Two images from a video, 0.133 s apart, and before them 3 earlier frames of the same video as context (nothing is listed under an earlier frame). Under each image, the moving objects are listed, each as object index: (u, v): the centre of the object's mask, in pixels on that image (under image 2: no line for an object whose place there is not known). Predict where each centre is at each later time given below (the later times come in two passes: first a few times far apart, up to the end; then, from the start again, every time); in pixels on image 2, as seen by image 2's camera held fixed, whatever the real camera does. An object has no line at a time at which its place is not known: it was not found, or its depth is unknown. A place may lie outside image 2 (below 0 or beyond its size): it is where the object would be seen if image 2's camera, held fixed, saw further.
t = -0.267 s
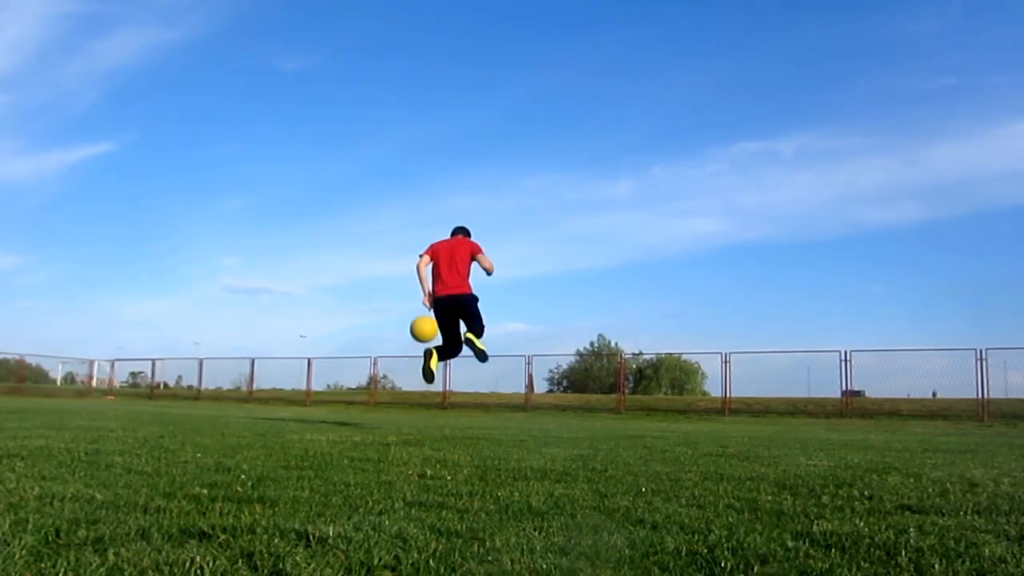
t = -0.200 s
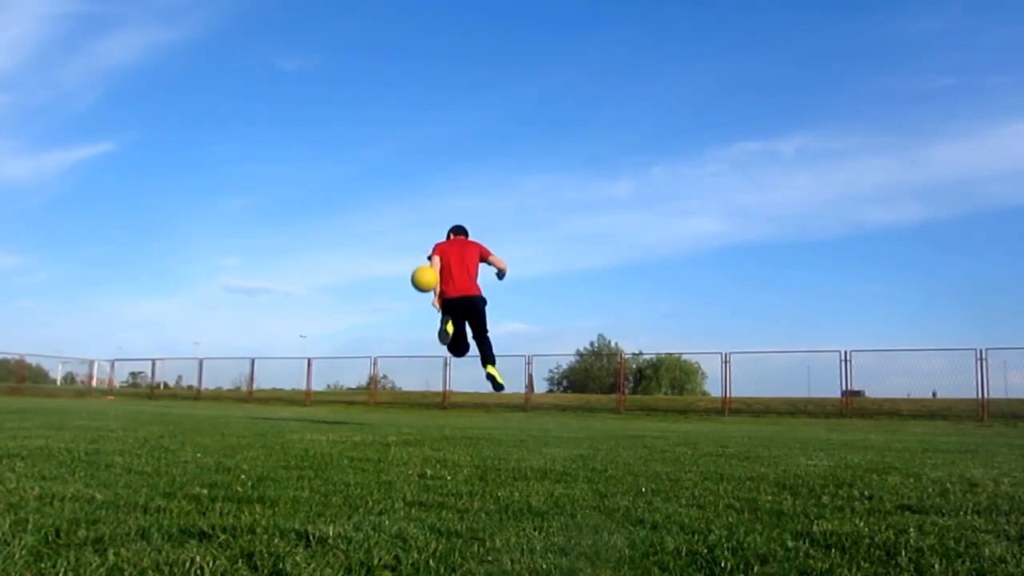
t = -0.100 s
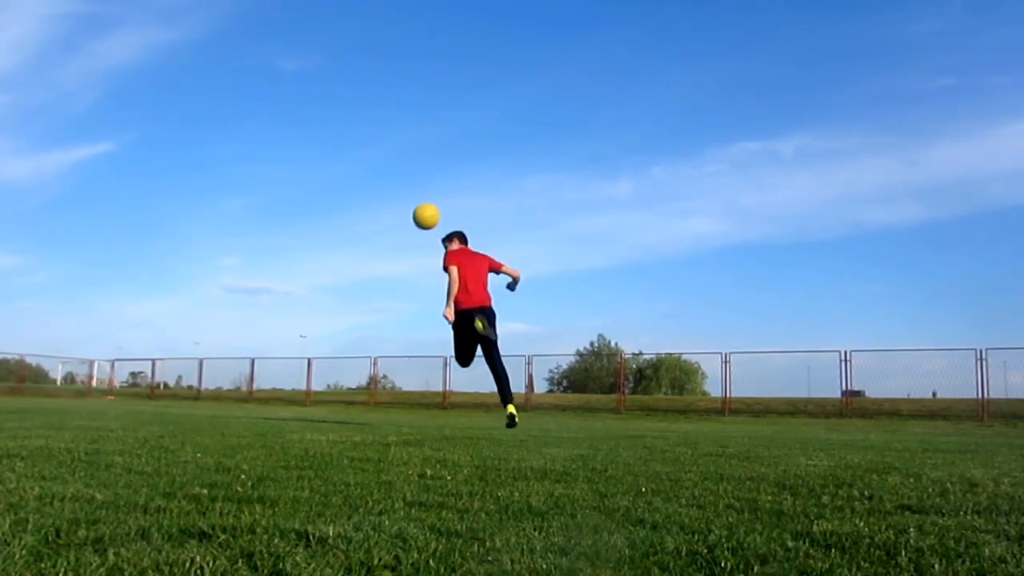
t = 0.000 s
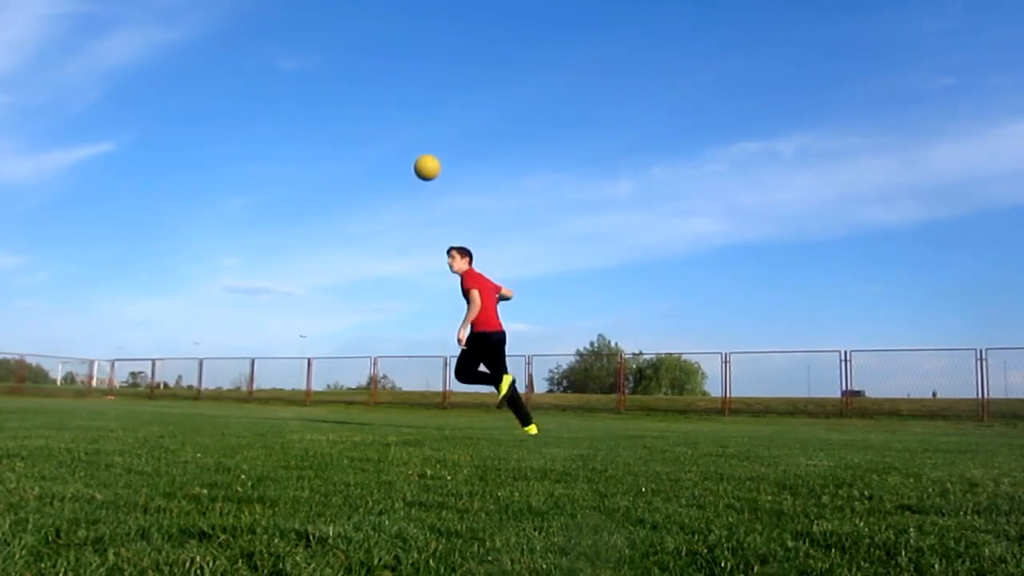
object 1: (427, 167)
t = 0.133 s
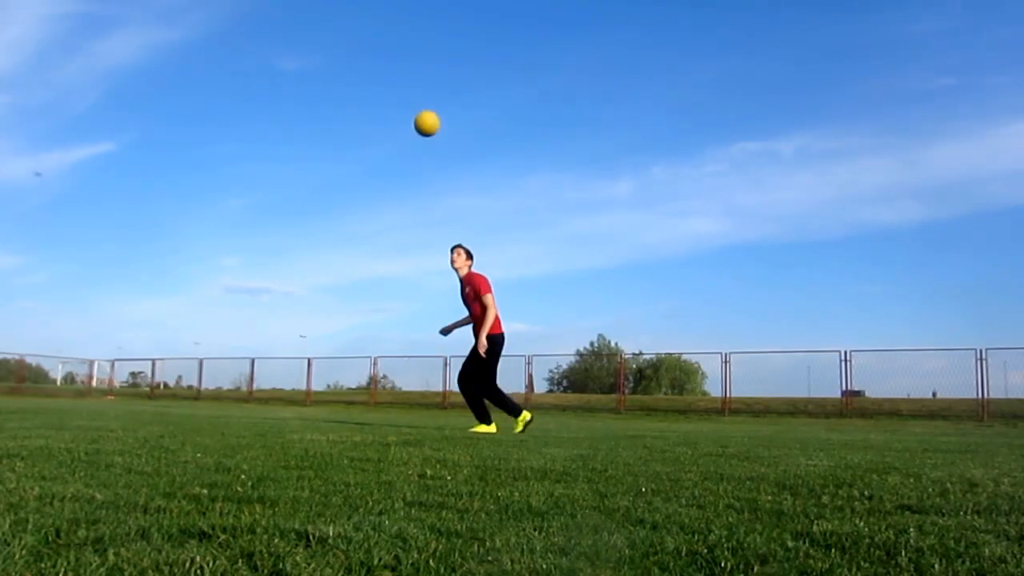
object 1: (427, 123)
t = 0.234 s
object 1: (426, 104)
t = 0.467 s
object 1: (423, 104)
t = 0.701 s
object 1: (417, 163)
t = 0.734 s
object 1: (416, 175)
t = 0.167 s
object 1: (426, 116)
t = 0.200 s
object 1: (426, 109)
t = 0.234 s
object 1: (426, 104)
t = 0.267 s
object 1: (426, 101)
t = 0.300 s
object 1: (425, 99)
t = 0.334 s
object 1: (425, 97)
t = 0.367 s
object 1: (424, 97)
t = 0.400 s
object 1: (424, 98)
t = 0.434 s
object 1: (423, 101)
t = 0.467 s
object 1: (423, 104)
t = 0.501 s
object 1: (422, 109)
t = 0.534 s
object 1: (422, 115)
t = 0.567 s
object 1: (421, 122)
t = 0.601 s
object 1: (420, 130)
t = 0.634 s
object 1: (419, 140)
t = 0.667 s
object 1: (418, 151)
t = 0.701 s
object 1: (417, 163)
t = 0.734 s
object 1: (416, 175)
